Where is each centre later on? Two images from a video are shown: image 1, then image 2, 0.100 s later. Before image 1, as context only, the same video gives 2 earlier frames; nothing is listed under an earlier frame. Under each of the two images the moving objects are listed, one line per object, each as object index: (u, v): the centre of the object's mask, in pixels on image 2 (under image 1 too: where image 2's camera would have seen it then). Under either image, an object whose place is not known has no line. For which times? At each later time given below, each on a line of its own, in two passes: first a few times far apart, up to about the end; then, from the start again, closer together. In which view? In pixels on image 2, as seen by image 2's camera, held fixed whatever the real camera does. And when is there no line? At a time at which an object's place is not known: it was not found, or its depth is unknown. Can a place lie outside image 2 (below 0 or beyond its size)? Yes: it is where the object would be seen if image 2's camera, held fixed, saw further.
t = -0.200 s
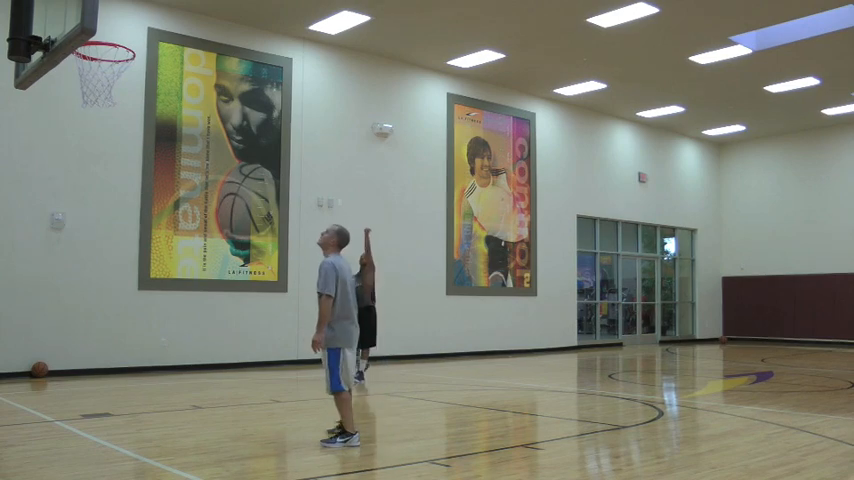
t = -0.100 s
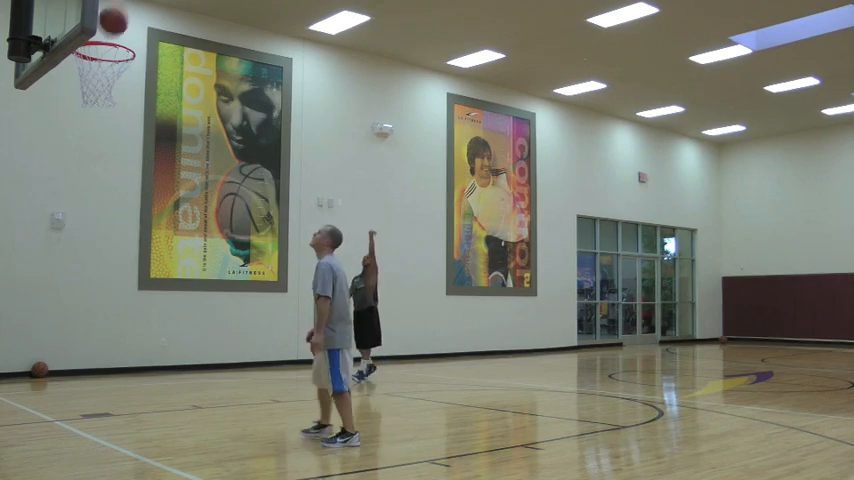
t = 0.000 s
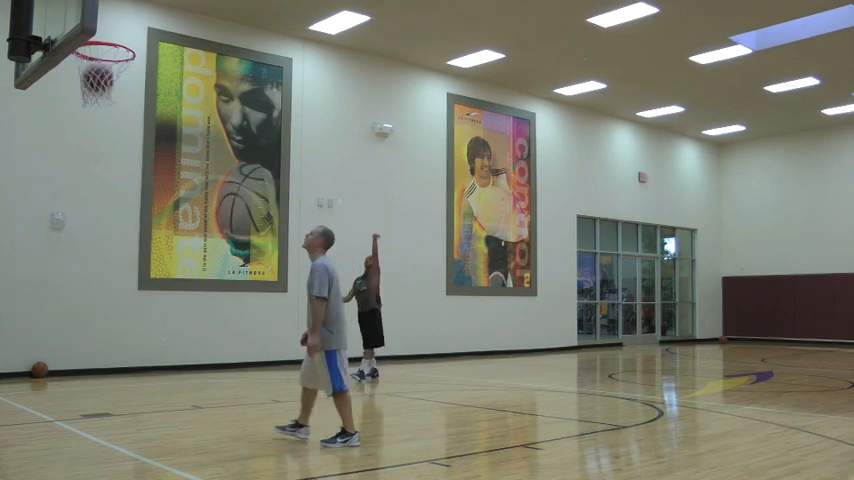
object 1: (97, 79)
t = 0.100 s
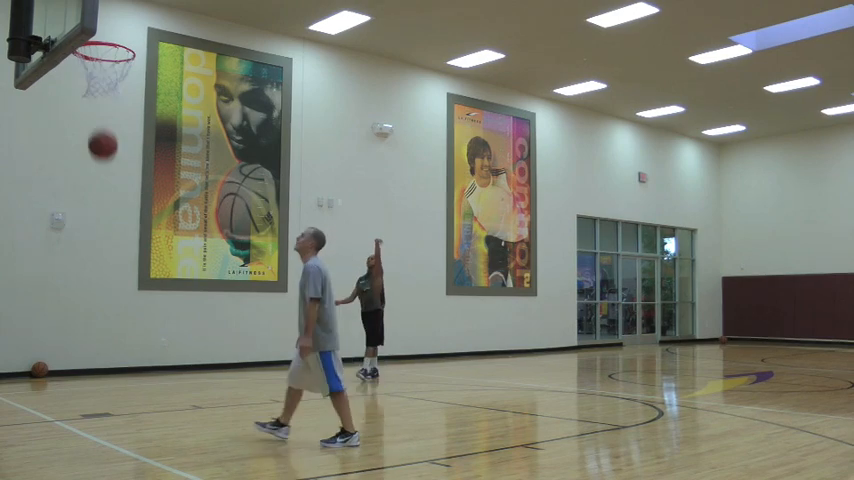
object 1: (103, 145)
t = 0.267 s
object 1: (108, 275)
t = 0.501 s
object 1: (123, 376)
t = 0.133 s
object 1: (104, 169)
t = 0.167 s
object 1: (105, 194)
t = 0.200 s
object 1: (105, 220)
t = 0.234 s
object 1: (107, 247)
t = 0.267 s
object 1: (108, 275)
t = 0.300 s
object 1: (109, 304)
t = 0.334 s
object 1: (110, 333)
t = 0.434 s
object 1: (113, 423)
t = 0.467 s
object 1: (117, 399)
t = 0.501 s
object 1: (123, 376)
